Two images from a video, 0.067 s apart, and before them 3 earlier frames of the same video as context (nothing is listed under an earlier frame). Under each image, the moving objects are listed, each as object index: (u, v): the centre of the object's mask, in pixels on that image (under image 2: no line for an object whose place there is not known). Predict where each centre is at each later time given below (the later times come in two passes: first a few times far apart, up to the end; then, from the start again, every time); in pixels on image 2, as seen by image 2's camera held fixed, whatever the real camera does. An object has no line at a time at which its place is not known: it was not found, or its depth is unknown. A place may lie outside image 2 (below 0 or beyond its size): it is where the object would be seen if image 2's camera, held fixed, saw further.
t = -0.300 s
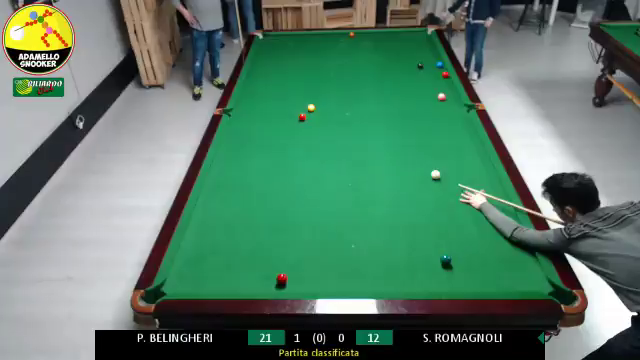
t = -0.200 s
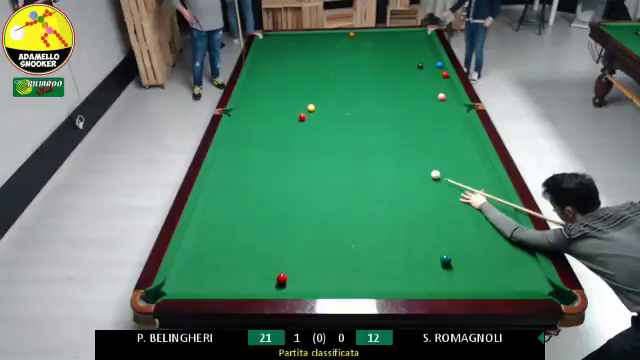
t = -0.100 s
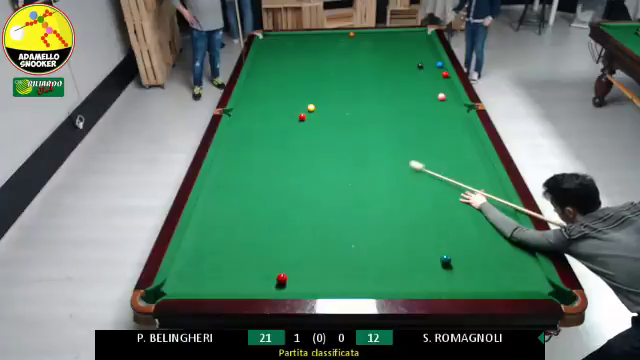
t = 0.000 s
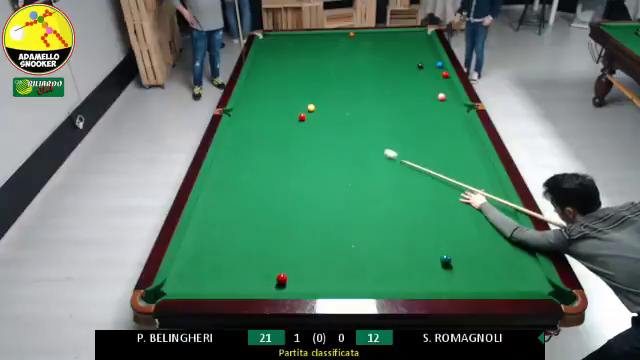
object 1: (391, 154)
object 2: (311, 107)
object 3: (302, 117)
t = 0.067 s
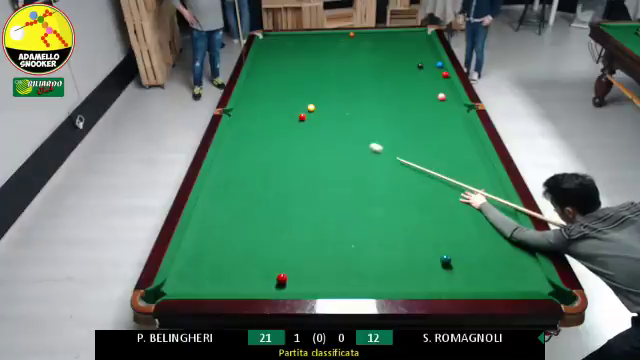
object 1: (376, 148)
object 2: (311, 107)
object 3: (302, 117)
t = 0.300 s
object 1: (338, 130)
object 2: (311, 107)
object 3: (302, 117)
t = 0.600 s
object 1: (308, 113)
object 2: (311, 107)
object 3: (291, 117)
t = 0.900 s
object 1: (299, 107)
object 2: (315, 100)
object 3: (263, 115)
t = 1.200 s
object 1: (289, 103)
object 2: (319, 93)
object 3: (238, 113)
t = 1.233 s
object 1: (288, 102)
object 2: (320, 92)
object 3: (235, 113)
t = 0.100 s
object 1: (369, 145)
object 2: (311, 107)
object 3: (302, 117)
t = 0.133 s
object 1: (364, 142)
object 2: (311, 107)
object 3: (302, 117)
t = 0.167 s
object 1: (358, 139)
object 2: (311, 108)
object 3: (302, 117)
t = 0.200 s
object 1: (352, 137)
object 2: (311, 108)
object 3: (302, 117)
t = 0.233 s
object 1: (347, 135)
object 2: (311, 107)
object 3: (302, 117)
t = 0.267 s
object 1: (342, 132)
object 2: (311, 107)
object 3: (302, 117)
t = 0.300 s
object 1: (338, 130)
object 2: (311, 107)
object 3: (302, 117)
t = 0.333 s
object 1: (333, 128)
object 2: (311, 107)
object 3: (302, 117)
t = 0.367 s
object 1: (328, 126)
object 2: (311, 107)
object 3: (302, 117)
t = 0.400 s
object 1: (324, 124)
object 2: (311, 107)
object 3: (302, 117)
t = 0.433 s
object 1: (319, 122)
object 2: (311, 107)
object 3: (302, 117)
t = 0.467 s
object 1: (315, 120)
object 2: (311, 108)
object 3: (302, 117)
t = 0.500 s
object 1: (310, 117)
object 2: (311, 107)
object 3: (301, 117)
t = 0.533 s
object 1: (309, 116)
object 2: (311, 107)
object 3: (299, 117)
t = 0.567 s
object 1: (309, 115)
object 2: (311, 107)
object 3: (294, 117)
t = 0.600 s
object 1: (308, 113)
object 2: (311, 107)
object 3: (291, 117)
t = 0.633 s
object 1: (308, 111)
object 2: (312, 106)
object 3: (287, 116)
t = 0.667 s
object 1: (307, 111)
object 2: (312, 106)
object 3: (284, 116)
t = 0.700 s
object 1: (306, 110)
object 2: (313, 104)
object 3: (281, 116)
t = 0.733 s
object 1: (304, 110)
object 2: (312, 104)
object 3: (278, 116)
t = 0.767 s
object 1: (303, 109)
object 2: (313, 103)
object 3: (275, 116)
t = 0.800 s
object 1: (302, 108)
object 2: (314, 102)
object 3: (272, 116)
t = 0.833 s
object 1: (301, 108)
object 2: (315, 101)
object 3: (269, 116)
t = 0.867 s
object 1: (300, 107)
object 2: (315, 101)
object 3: (266, 115)
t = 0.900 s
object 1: (299, 107)
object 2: (315, 100)
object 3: (263, 115)
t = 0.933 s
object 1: (297, 106)
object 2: (316, 99)
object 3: (260, 115)
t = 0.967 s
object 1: (296, 106)
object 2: (316, 98)
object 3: (258, 115)
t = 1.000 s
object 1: (295, 105)
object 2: (317, 98)
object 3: (254, 115)
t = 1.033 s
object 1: (294, 105)
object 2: (317, 97)
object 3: (251, 114)
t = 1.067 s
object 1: (293, 104)
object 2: (318, 96)
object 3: (249, 114)
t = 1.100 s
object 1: (292, 104)
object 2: (318, 95)
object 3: (246, 114)
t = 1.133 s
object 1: (291, 103)
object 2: (319, 94)
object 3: (243, 114)
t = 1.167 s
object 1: (290, 103)
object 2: (319, 94)
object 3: (241, 114)
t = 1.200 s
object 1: (289, 103)
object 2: (319, 93)
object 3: (238, 113)
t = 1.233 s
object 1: (288, 102)
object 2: (320, 92)
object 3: (235, 113)
